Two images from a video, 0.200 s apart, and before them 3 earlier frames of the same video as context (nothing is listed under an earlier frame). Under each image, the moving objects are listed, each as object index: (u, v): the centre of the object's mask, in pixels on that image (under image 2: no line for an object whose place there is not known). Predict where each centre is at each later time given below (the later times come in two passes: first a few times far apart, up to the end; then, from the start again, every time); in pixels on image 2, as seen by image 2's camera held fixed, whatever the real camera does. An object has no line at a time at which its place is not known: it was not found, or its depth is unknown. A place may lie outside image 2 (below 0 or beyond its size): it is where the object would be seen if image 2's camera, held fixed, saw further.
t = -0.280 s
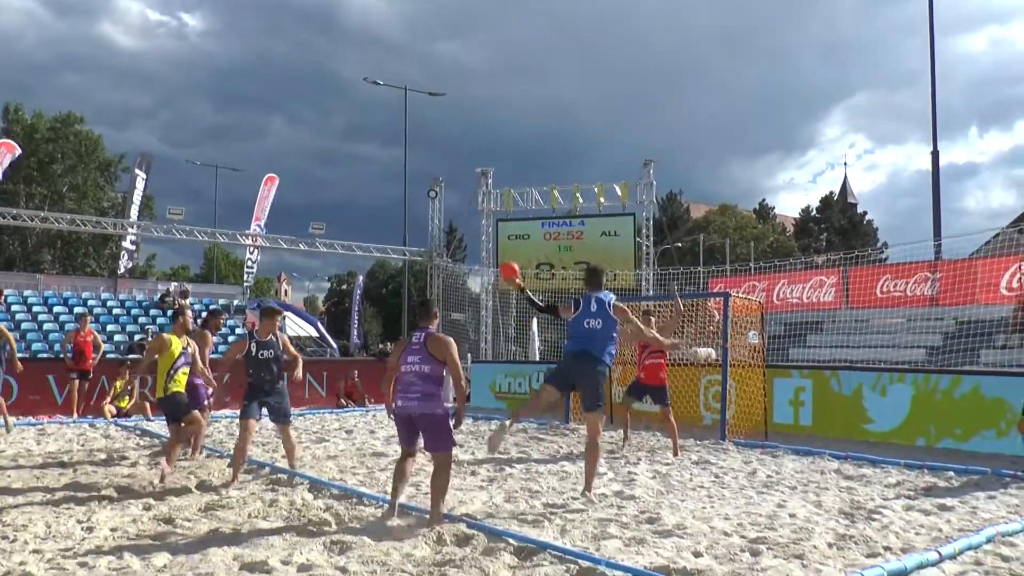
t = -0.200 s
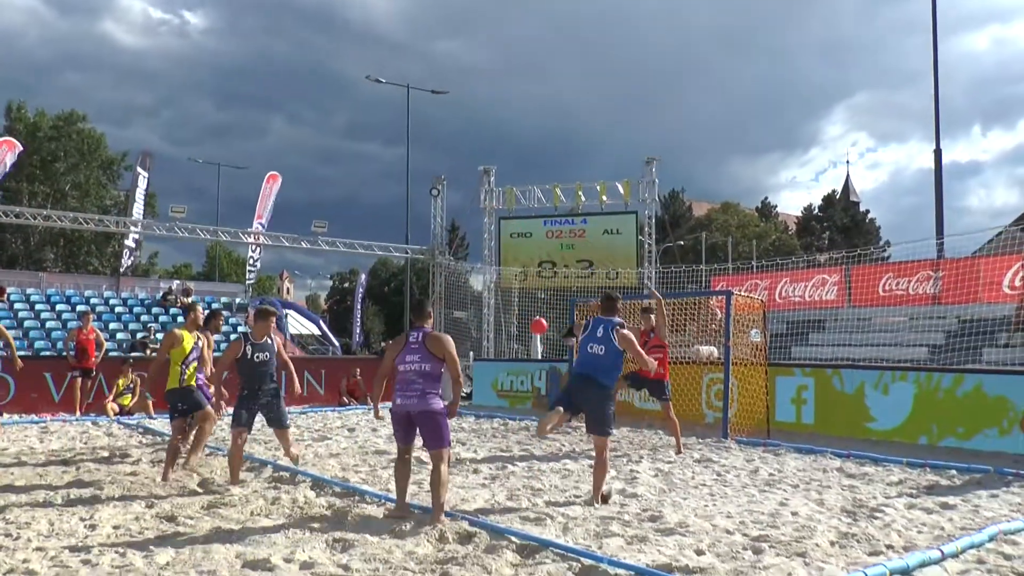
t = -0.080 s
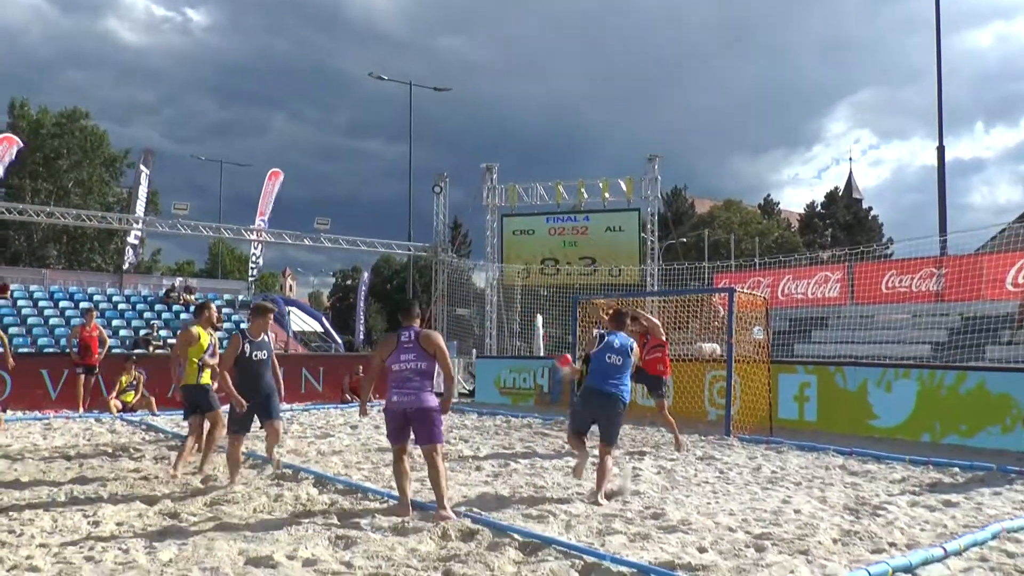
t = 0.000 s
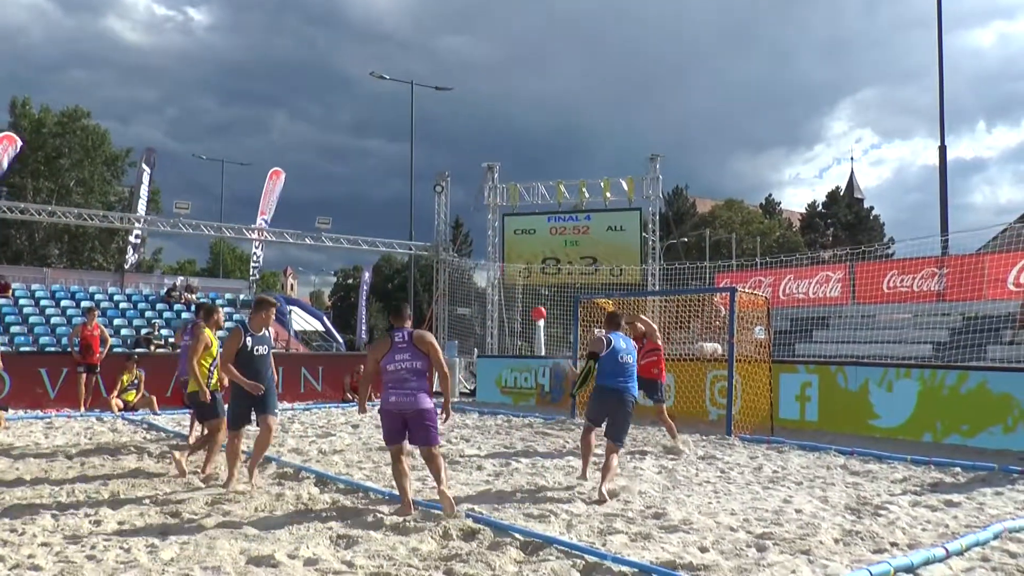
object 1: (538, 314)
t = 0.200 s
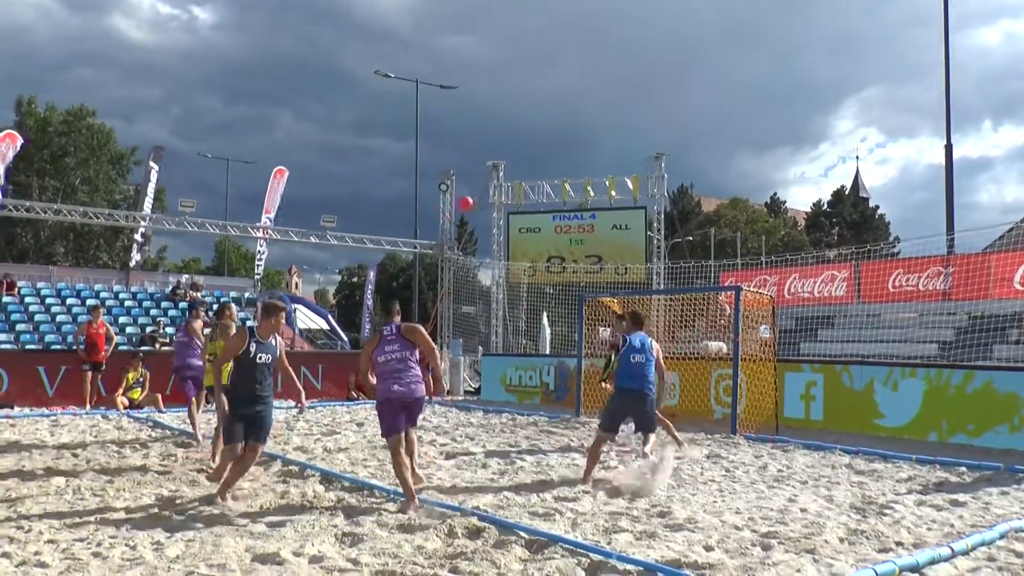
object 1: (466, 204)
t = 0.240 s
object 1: (448, 184)
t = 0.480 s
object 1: (323, 78)
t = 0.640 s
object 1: (215, 28)
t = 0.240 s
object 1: (448, 184)
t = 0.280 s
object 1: (429, 165)
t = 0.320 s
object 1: (409, 147)
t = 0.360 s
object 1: (389, 128)
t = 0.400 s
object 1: (368, 111)
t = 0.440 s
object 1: (346, 94)
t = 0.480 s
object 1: (323, 78)
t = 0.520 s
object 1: (298, 65)
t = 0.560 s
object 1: (272, 51)
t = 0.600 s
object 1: (244, 39)
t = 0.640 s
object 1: (215, 28)
